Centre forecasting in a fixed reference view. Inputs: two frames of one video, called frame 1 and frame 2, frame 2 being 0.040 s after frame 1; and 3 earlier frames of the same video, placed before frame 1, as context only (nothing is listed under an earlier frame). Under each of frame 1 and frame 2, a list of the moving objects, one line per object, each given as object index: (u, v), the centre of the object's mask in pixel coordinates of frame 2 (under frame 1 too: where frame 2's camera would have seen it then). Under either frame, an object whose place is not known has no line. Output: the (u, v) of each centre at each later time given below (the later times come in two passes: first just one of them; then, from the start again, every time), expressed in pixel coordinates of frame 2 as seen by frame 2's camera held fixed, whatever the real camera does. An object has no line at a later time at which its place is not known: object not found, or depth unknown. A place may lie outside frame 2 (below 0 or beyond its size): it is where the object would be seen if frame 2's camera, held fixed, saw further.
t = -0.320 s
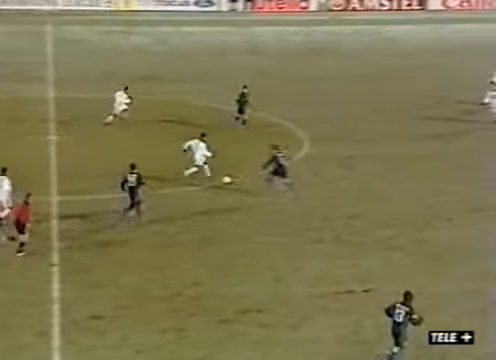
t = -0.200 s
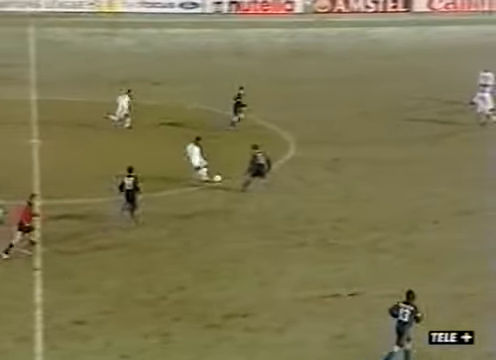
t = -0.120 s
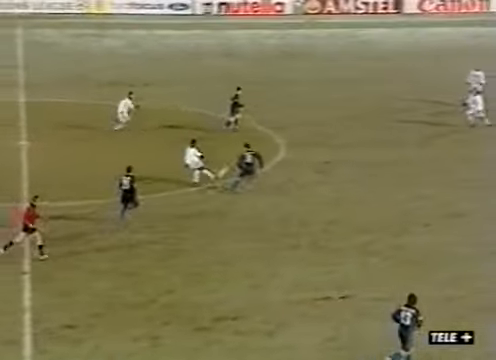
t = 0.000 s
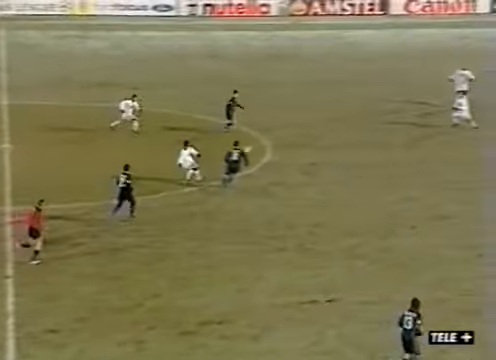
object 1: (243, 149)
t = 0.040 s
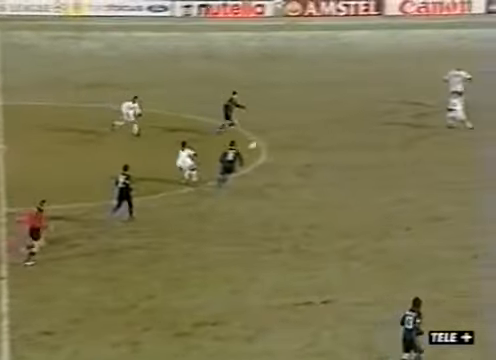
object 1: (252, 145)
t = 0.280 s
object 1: (311, 121)
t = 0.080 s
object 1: (264, 139)
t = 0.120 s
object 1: (275, 134)
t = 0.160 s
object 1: (284, 130)
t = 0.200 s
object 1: (293, 126)
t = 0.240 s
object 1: (303, 123)
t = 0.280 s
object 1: (311, 121)
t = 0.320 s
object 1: (319, 119)
